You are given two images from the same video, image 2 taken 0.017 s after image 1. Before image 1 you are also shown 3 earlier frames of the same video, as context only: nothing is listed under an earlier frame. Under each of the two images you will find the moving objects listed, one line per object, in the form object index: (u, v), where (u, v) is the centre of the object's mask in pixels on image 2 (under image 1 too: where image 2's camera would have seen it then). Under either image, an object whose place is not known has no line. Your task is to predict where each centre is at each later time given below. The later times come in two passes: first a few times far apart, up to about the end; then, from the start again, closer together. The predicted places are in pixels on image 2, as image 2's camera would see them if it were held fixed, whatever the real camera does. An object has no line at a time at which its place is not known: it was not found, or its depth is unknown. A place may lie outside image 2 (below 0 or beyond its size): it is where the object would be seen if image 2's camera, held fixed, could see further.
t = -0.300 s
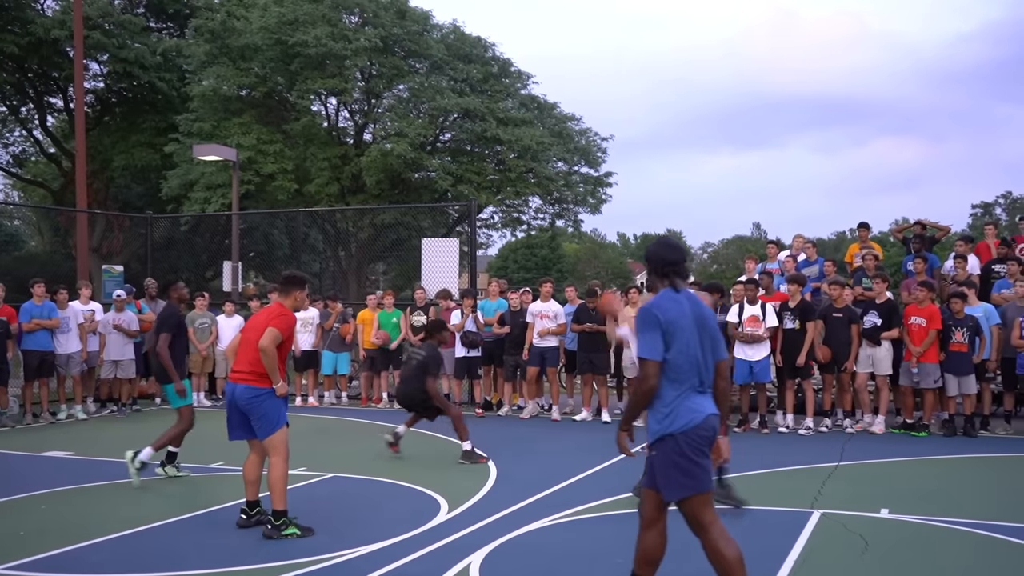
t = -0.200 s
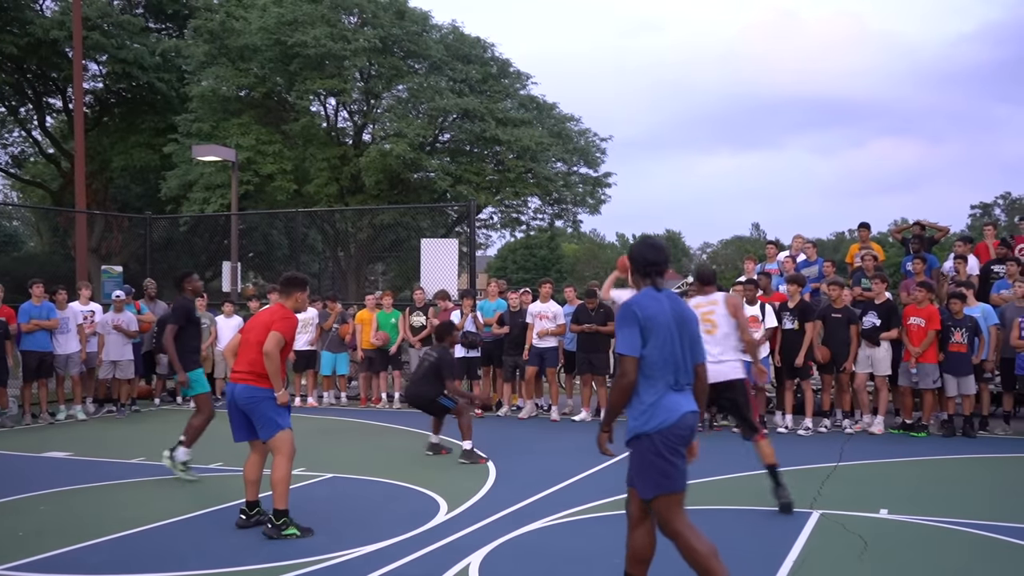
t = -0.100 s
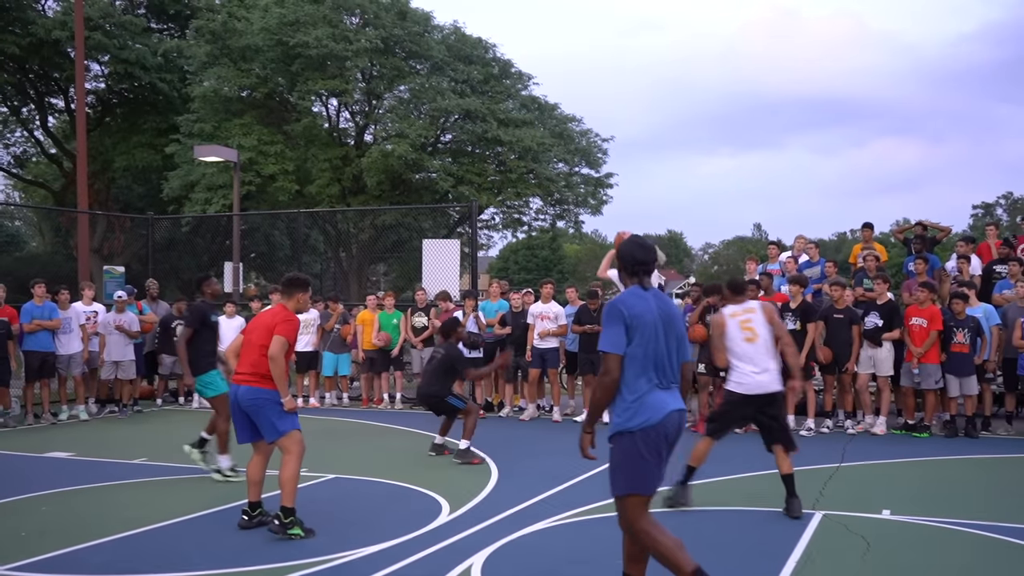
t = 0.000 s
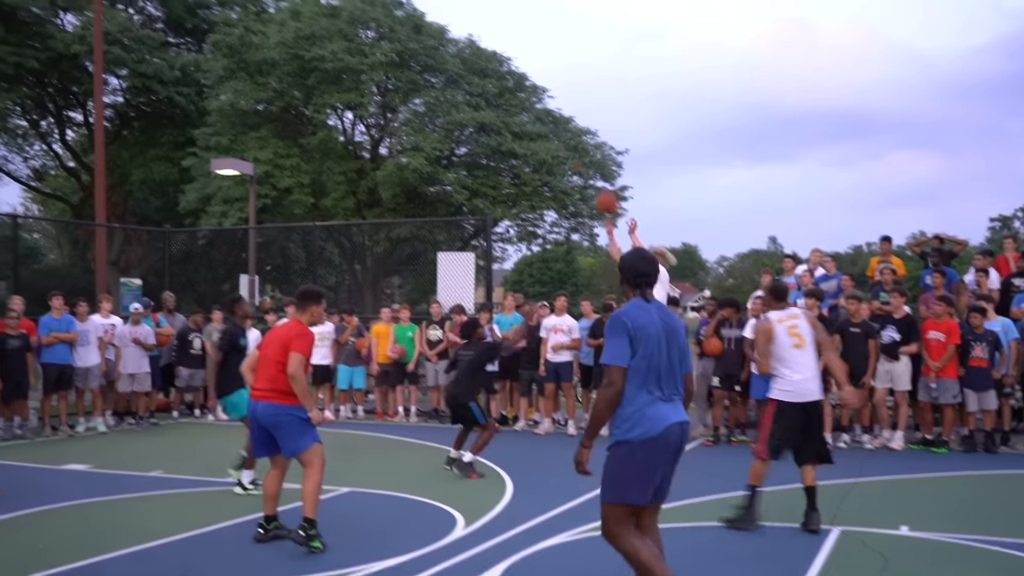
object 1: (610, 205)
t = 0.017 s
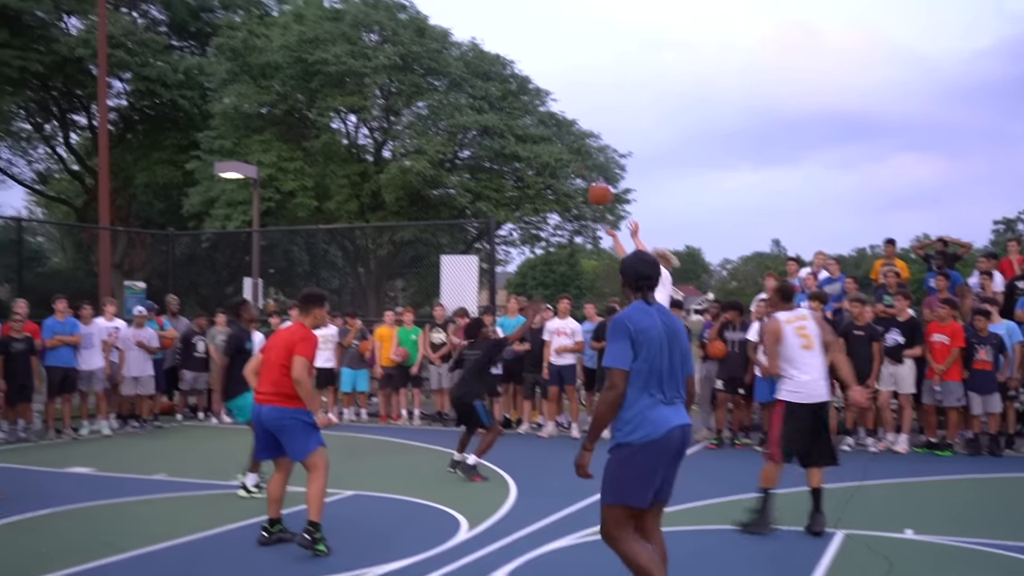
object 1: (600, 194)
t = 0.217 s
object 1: (490, 84)
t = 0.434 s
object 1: (371, 7)
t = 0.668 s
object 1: (243, -24)
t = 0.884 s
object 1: (125, -6)
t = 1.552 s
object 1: (-174, 73)
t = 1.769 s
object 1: (-195, 58)
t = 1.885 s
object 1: (-211, 70)
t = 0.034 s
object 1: (590, 183)
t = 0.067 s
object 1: (572, 163)
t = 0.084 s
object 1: (563, 153)
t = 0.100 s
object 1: (554, 142)
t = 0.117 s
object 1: (545, 134)
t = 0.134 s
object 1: (536, 124)
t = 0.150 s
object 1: (526, 117)
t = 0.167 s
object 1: (517, 108)
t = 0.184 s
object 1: (508, 100)
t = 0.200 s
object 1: (499, 92)
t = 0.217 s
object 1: (490, 84)
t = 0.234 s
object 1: (481, 76)
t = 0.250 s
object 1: (471, 69)
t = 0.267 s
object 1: (462, 62)
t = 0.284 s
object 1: (454, 56)
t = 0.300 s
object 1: (444, 49)
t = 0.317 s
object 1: (435, 43)
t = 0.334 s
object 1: (426, 37)
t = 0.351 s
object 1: (417, 32)
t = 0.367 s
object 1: (407, 26)
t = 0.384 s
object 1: (397, 21)
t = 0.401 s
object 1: (389, 16)
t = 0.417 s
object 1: (380, 12)
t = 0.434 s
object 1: (371, 7)
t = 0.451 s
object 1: (362, 4)
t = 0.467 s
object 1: (353, 0)
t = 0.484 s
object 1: (344, -4)
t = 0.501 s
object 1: (334, -6)
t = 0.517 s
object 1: (325, -9)
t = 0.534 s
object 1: (316, -12)
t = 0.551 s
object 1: (307, -14)
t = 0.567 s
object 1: (297, -17)
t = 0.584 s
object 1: (288, -18)
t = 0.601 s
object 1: (279, -20)
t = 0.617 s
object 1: (270, -21)
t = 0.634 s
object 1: (261, -22)
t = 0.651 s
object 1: (252, -23)
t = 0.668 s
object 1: (243, -24)
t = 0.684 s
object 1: (234, -24)
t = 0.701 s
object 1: (225, -23)
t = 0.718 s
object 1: (216, -24)
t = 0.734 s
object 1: (207, -23)
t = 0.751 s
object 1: (197, -22)
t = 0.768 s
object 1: (188, -21)
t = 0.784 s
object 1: (179, -20)
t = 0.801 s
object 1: (169, -18)
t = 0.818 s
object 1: (161, -17)
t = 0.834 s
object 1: (151, -15)
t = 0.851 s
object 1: (142, -12)
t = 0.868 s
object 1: (133, -9)
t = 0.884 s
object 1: (125, -6)
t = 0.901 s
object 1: (115, -2)
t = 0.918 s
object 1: (106, 1)
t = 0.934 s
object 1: (97, 5)
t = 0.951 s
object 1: (88, 9)
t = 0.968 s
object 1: (79, 13)
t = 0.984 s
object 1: (69, 19)
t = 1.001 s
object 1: (59, 24)
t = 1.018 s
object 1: (49, 29)
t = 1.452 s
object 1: (-166, 98)
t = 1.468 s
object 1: (-167, 93)
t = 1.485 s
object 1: (-168, 89)
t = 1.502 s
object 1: (-170, 84)
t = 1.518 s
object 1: (-171, 81)
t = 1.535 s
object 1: (-173, 77)
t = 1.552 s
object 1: (-174, 73)
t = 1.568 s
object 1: (-175, 71)
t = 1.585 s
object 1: (-178, 68)
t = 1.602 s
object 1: (-179, 66)
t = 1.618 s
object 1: (-181, 63)
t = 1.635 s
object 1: (-182, 61)
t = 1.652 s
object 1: (-185, 60)
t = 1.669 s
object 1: (-187, 58)
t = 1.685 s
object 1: (-189, 58)
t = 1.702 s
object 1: (-190, 57)
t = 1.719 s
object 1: (-191, 57)
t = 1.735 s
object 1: (-193, 57)
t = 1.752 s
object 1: (-193, 57)
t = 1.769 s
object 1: (-195, 58)
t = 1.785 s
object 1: (-197, 58)
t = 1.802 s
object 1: (-200, 59)
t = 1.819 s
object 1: (-202, 61)
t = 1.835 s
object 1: (-204, 63)
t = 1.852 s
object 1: (-207, 64)
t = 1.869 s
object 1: (-209, 68)
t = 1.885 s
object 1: (-211, 70)
